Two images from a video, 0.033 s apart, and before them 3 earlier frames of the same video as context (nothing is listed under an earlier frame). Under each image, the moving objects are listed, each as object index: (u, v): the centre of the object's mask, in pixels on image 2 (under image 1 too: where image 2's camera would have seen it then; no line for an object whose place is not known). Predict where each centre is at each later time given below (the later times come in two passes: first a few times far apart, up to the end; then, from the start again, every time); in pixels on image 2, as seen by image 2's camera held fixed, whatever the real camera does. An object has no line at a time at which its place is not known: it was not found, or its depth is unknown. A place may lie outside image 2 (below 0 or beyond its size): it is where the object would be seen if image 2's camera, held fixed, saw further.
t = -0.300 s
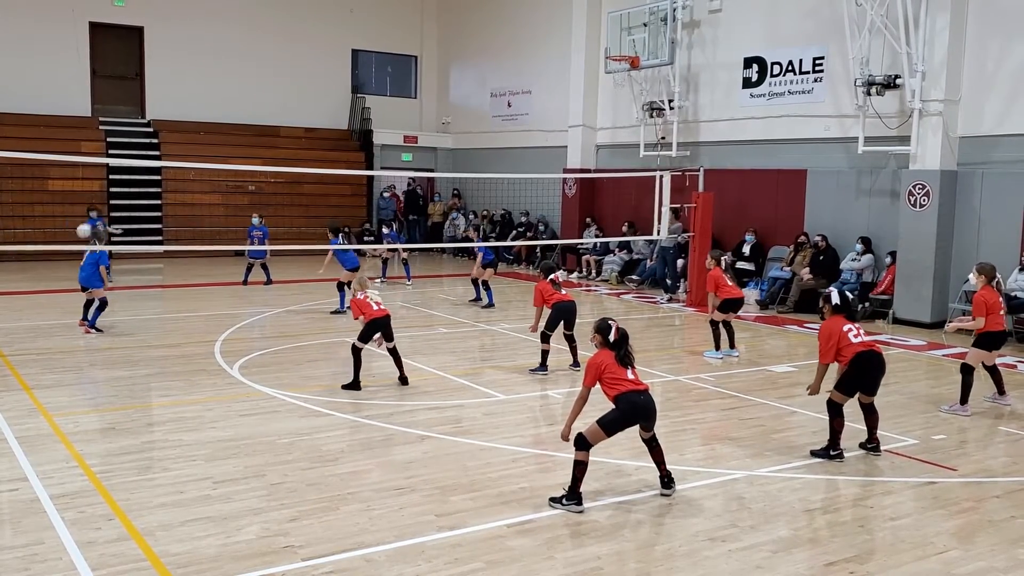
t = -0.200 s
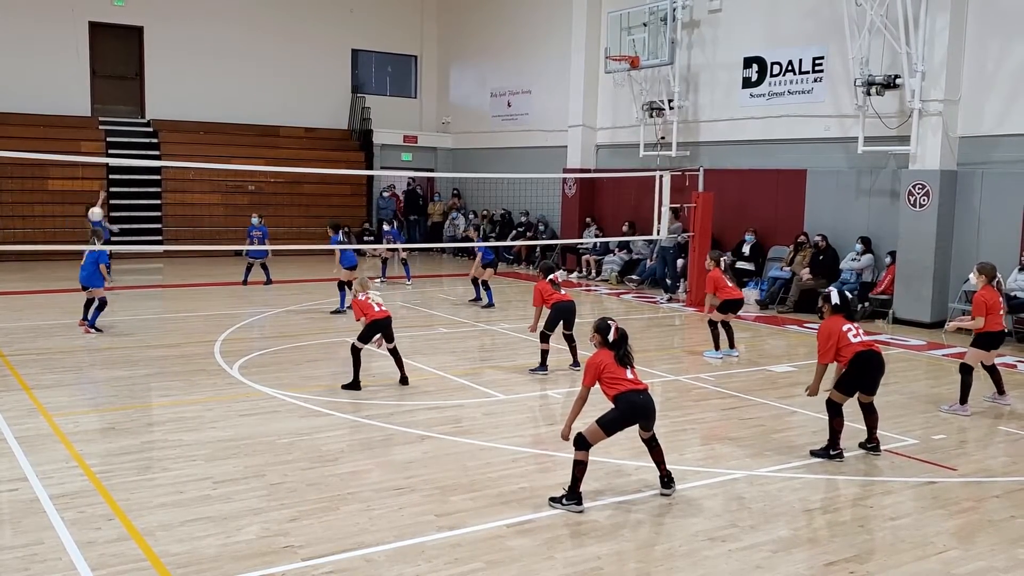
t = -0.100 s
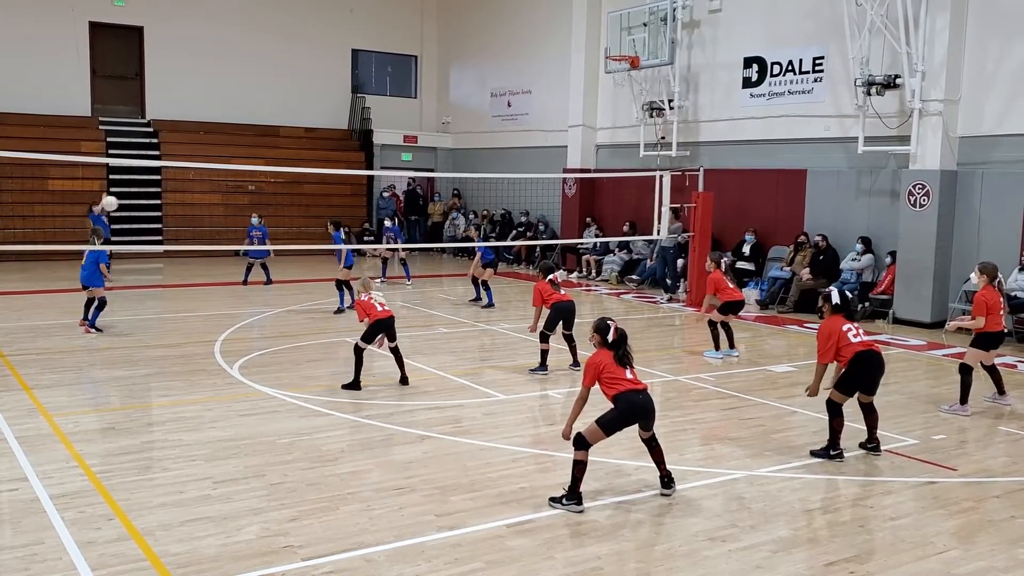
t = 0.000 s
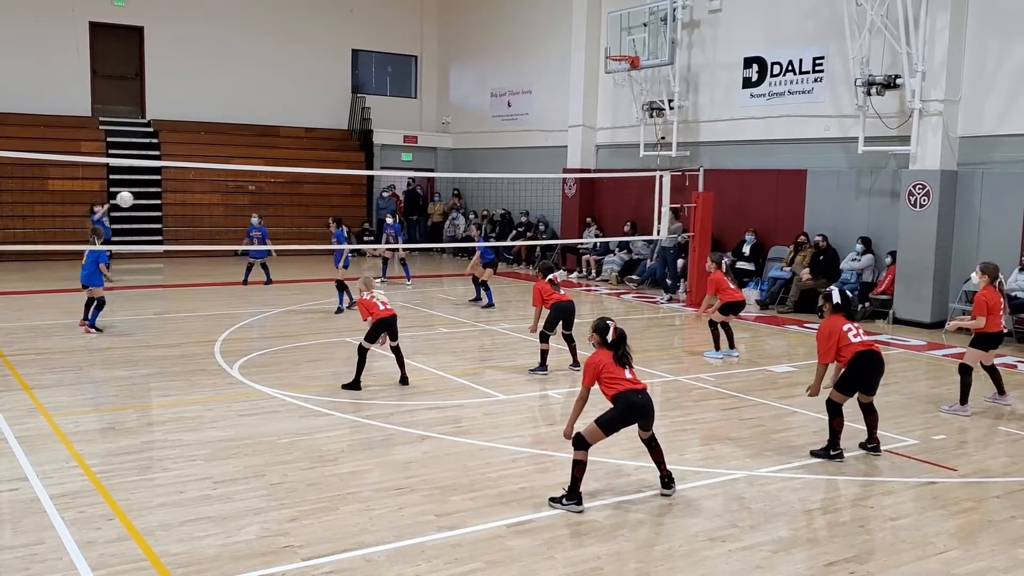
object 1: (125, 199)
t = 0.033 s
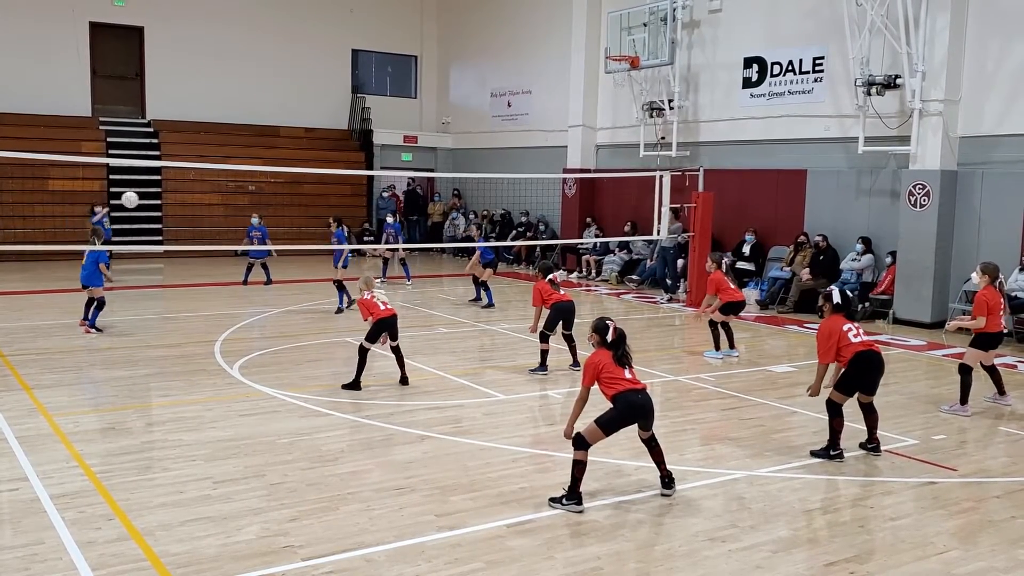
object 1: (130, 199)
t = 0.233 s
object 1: (164, 223)
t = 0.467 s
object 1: (183, 232)
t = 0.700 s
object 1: (181, 232)
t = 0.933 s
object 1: (179, 272)
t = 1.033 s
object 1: (179, 300)
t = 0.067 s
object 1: (135, 201)
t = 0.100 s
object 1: (140, 203)
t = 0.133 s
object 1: (146, 206)
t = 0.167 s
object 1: (151, 211)
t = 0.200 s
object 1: (157, 217)
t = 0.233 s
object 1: (164, 223)
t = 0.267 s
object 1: (170, 231)
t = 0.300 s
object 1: (177, 239)
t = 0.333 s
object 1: (181, 243)
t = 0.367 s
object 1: (182, 241)
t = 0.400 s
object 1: (183, 239)
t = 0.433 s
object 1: (183, 236)
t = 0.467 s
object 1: (183, 232)
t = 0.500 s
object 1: (183, 230)
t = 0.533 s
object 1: (182, 228)
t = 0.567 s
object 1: (182, 227)
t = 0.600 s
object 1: (182, 227)
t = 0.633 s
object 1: (181, 228)
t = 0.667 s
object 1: (181, 230)
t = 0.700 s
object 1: (181, 232)
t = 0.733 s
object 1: (181, 235)
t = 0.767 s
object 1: (180, 237)
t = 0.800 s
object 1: (180, 247)
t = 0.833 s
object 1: (180, 253)
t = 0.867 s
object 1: (180, 257)
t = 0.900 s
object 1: (180, 265)
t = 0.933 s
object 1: (179, 272)
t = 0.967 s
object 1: (180, 281)
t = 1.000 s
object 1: (179, 290)
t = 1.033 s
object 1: (179, 300)
